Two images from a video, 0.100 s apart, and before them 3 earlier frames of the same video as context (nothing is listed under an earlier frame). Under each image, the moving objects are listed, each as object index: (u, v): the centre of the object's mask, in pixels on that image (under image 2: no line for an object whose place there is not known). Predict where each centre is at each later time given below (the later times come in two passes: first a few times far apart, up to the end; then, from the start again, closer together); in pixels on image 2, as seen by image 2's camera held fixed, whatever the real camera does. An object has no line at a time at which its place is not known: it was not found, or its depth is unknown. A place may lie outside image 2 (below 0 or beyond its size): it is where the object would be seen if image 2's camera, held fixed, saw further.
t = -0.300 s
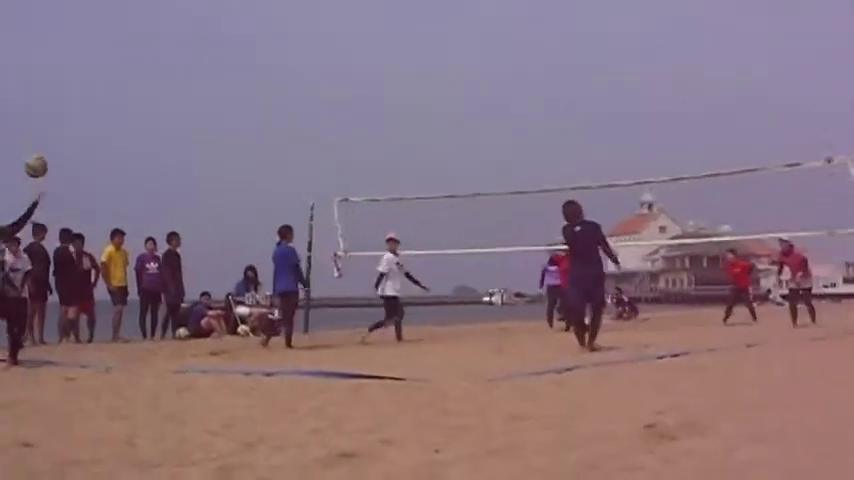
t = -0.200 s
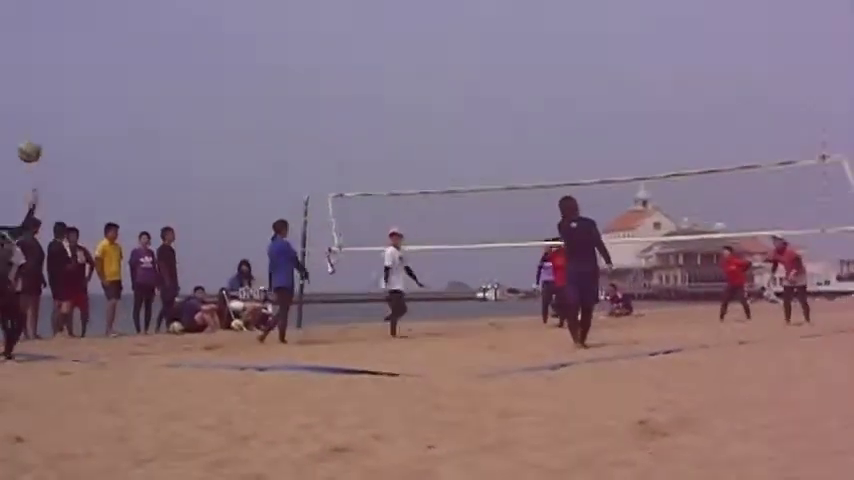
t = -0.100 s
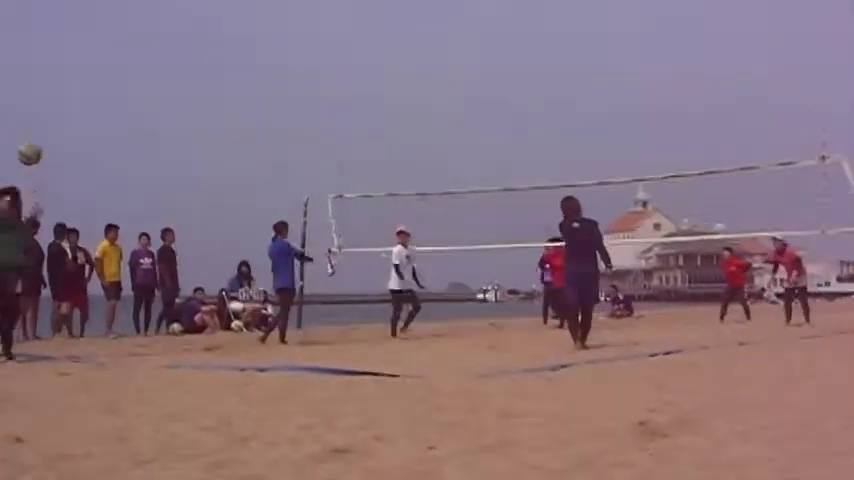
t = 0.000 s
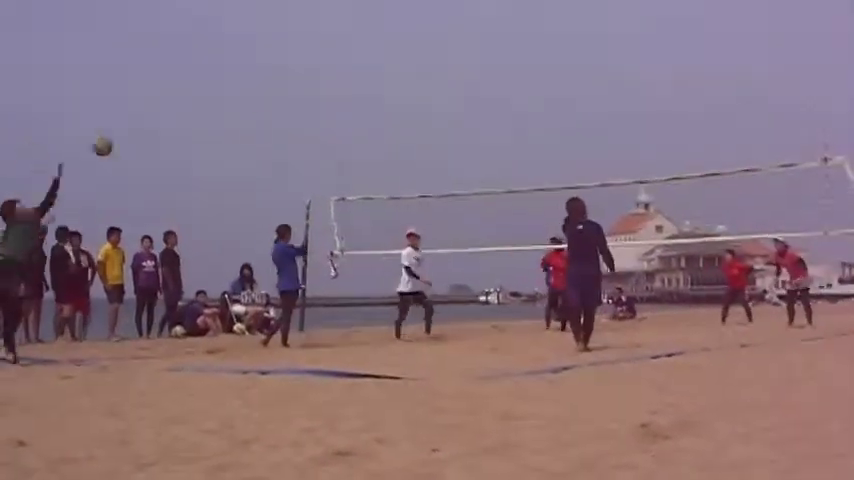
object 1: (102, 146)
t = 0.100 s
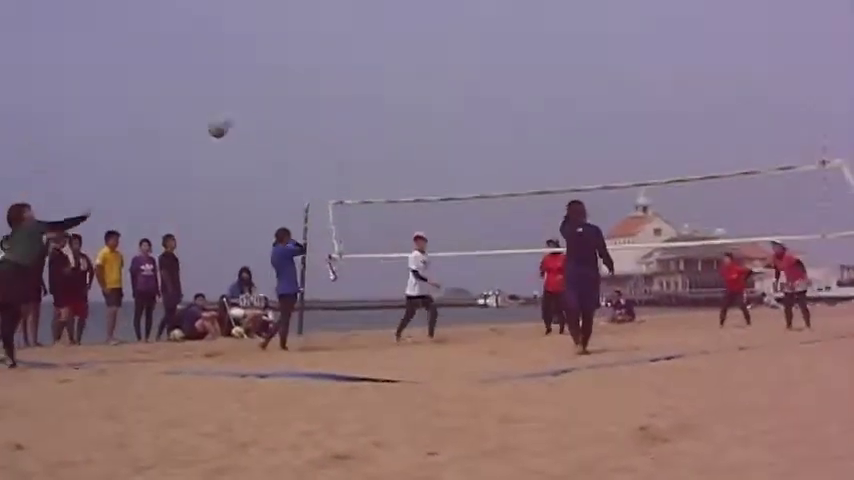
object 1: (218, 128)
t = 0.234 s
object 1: (354, 118)
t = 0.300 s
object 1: (414, 119)
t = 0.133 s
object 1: (254, 123)
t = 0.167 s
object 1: (289, 119)
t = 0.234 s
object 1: (354, 118)
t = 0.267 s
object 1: (385, 119)
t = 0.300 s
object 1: (414, 119)
